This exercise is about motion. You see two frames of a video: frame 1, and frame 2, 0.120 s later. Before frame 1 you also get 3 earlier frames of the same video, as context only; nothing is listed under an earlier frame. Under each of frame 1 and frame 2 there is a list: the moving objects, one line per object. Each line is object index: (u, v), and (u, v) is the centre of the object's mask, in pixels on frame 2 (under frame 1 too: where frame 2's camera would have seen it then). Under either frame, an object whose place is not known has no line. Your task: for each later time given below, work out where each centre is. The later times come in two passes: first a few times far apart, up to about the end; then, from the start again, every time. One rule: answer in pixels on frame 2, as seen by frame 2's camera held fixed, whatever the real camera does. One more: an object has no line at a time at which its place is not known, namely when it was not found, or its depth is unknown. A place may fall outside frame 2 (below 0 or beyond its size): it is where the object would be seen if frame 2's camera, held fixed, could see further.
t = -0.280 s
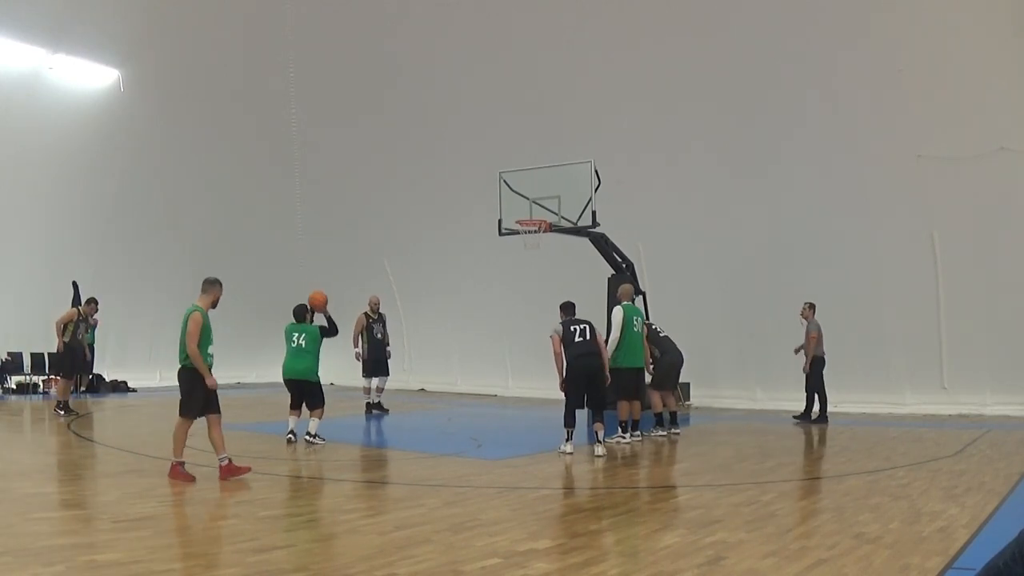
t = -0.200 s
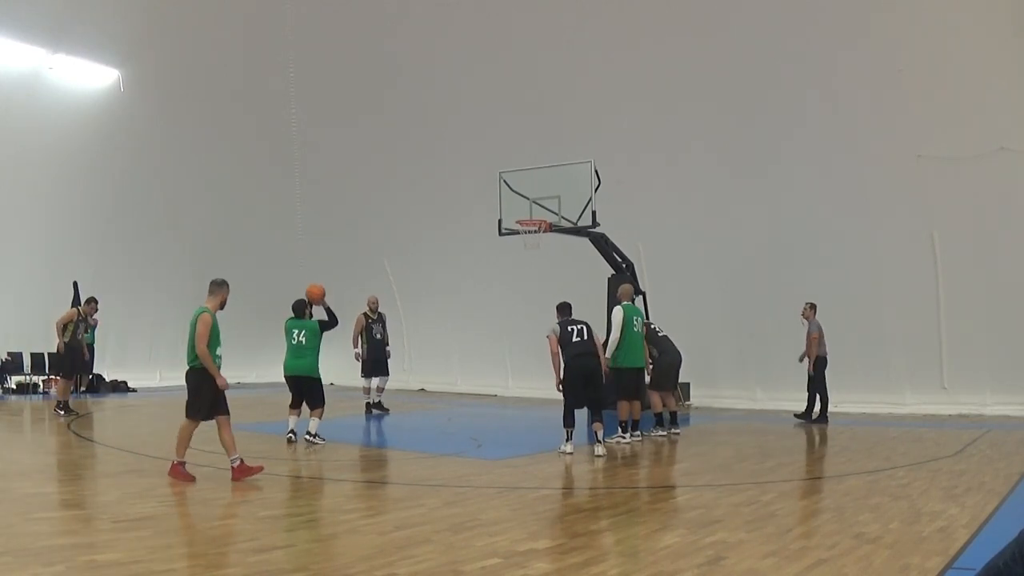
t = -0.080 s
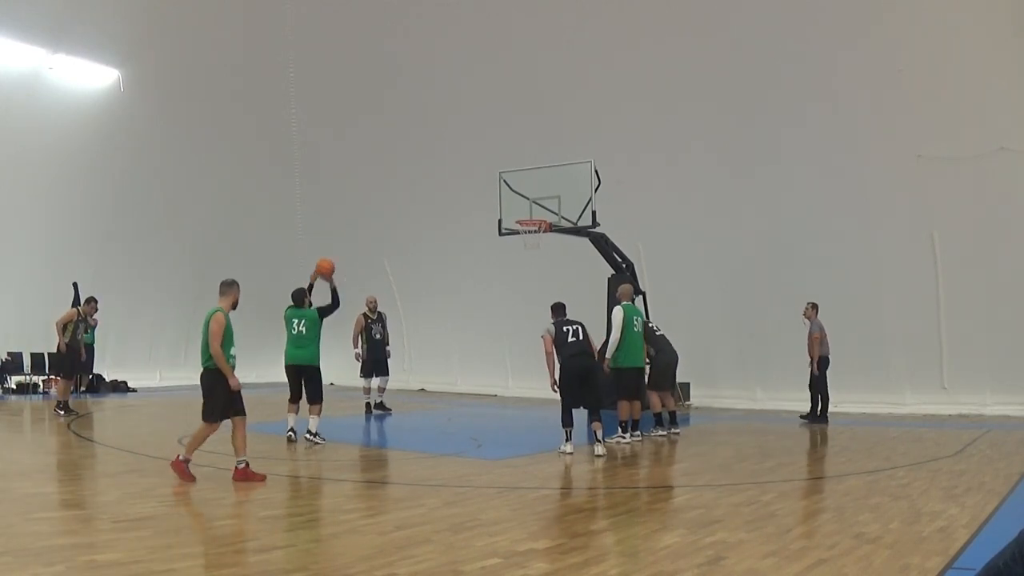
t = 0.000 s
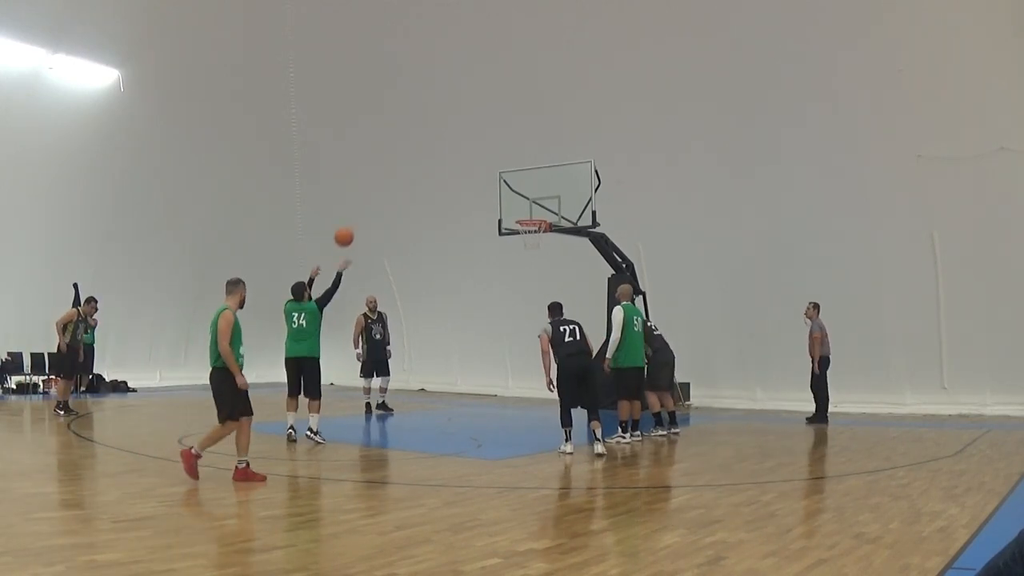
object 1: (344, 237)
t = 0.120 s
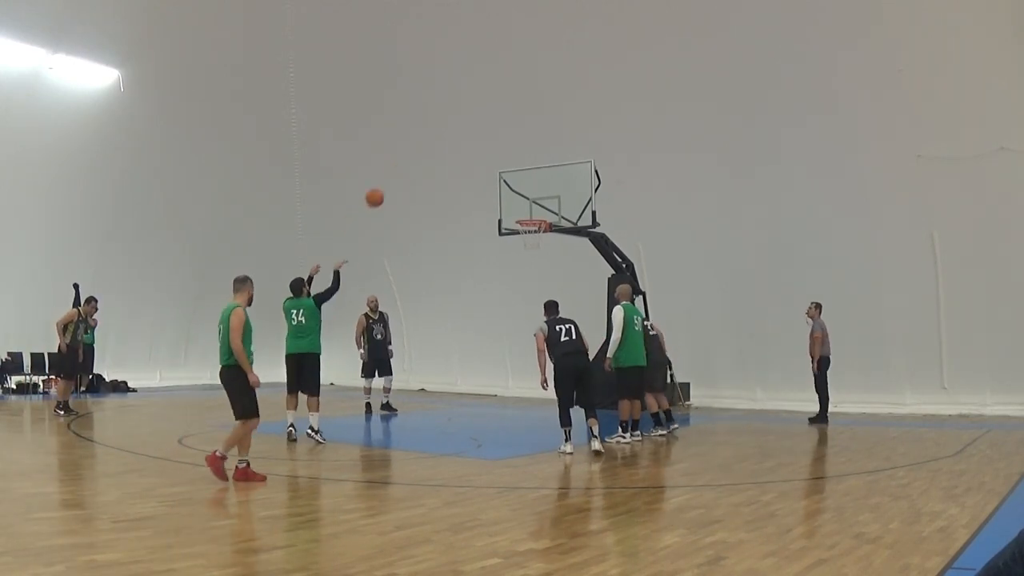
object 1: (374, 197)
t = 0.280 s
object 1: (412, 165)
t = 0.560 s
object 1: (469, 158)
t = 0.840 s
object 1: (517, 201)
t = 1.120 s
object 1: (542, 239)
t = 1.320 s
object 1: (543, 264)
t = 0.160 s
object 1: (384, 187)
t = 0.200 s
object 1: (393, 178)
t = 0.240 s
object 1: (402, 171)
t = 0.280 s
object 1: (412, 165)
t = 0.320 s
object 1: (420, 161)
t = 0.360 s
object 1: (429, 157)
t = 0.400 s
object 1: (437, 155)
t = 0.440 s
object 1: (445, 154)
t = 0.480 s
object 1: (453, 155)
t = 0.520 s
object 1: (461, 156)
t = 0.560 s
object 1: (469, 158)
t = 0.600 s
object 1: (476, 161)
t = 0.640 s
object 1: (483, 166)
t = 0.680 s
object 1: (490, 171)
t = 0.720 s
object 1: (497, 177)
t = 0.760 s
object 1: (504, 184)
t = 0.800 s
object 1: (510, 192)
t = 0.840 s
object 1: (517, 201)
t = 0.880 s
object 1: (523, 210)
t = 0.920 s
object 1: (530, 221)
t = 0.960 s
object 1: (536, 233)
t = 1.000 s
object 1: (540, 236)
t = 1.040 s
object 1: (541, 236)
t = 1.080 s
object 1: (541, 237)
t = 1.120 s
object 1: (542, 239)
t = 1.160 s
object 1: (542, 242)
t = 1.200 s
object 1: (542, 246)
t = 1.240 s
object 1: (543, 251)
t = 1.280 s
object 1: (543, 257)
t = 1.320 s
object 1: (543, 264)
